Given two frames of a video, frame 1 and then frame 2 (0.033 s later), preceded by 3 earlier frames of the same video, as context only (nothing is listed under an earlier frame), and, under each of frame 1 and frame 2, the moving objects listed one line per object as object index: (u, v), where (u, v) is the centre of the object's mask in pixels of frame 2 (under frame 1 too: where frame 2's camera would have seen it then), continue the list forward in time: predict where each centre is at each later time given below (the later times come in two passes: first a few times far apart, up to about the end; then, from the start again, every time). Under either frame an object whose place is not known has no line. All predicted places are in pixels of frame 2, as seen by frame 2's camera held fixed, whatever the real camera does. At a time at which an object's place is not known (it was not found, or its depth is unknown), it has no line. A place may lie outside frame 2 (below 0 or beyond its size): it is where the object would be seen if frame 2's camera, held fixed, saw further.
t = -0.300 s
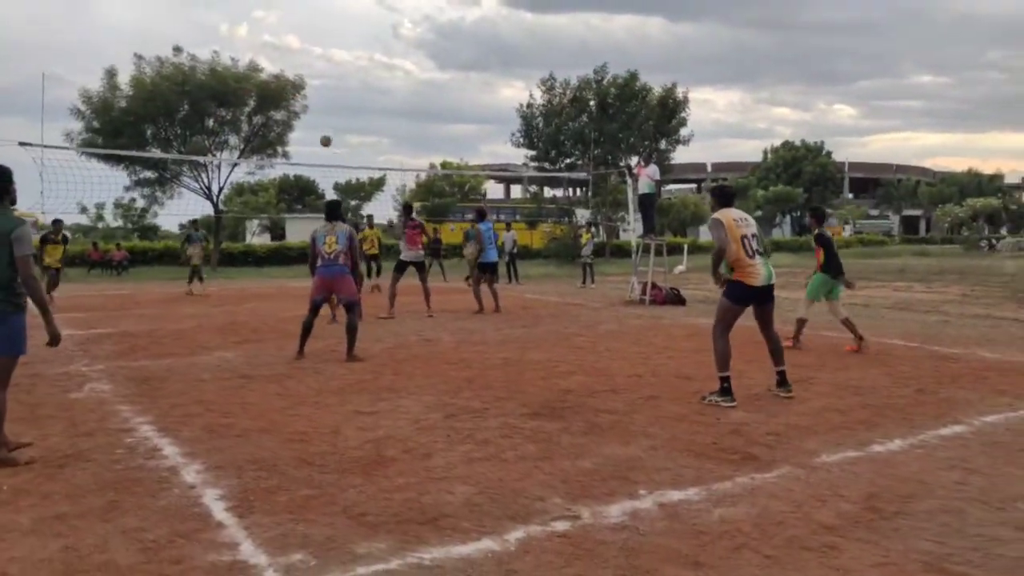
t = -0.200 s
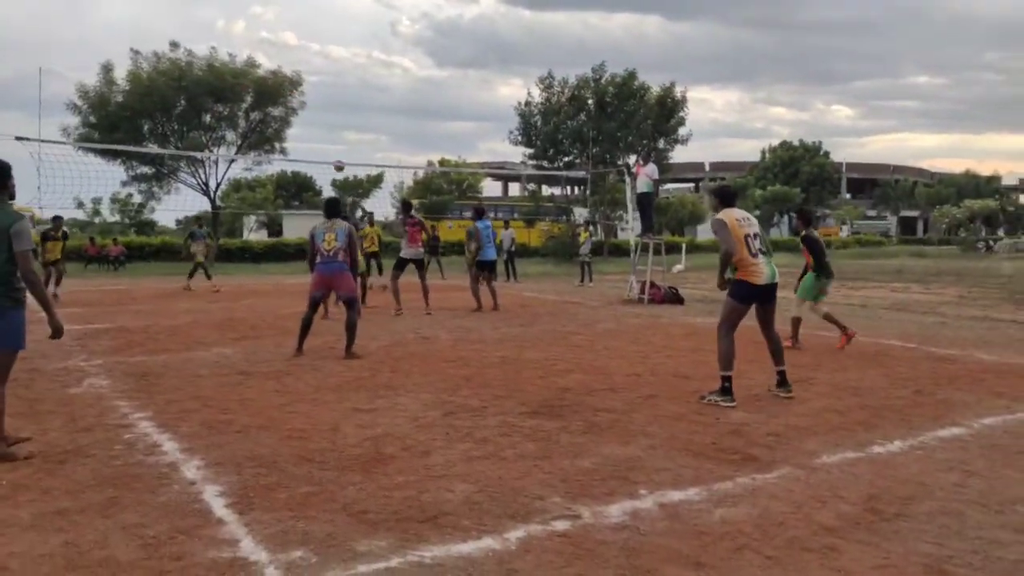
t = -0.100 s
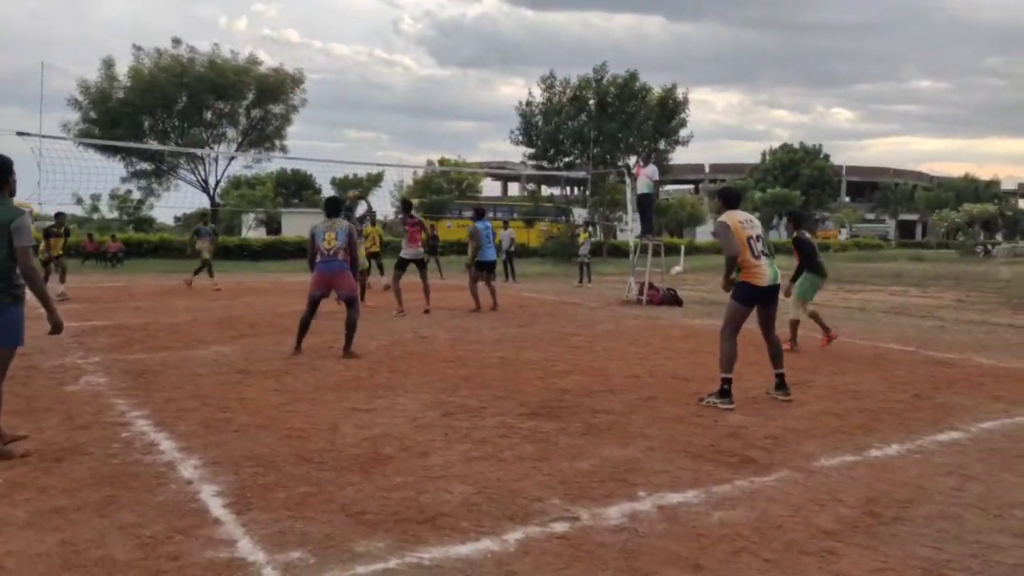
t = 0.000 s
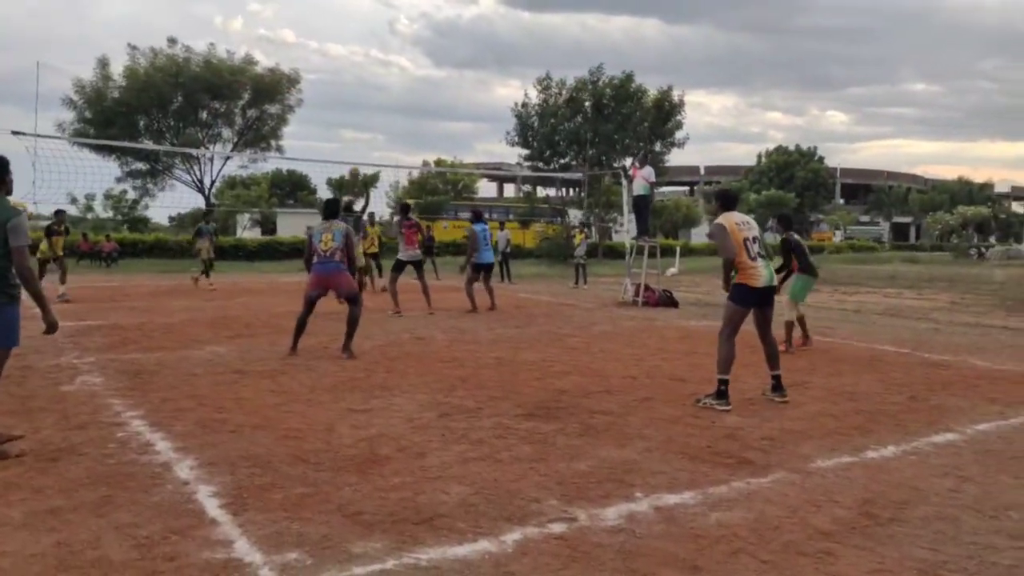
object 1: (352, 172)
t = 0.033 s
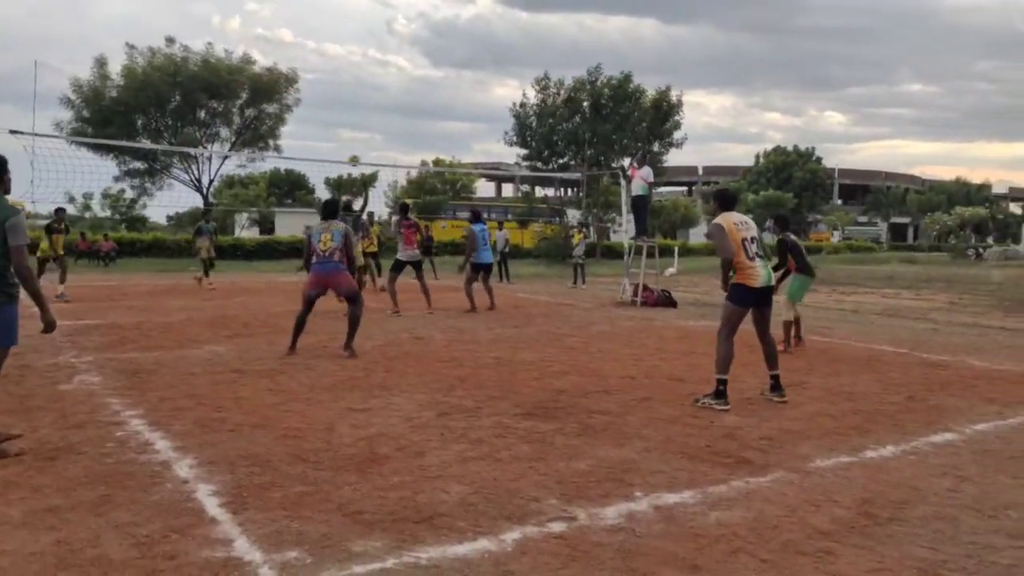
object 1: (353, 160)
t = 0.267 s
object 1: (366, 95)
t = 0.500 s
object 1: (376, 62)
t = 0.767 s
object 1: (393, 62)
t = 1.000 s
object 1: (404, 93)
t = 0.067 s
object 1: (356, 149)
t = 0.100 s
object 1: (357, 139)
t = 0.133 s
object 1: (359, 129)
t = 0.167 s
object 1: (361, 119)
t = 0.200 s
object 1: (362, 111)
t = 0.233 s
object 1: (364, 102)
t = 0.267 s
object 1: (366, 95)
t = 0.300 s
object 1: (368, 89)
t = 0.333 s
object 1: (369, 83)
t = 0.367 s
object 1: (369, 76)
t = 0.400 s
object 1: (371, 71)
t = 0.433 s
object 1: (373, 67)
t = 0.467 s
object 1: (374, 64)
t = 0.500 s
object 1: (376, 62)
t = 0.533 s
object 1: (377, 59)
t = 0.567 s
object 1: (380, 57)
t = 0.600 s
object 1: (383, 56)
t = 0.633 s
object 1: (385, 56)
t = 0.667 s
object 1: (387, 57)
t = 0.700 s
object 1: (389, 58)
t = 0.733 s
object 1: (391, 59)
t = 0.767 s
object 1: (393, 62)
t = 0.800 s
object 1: (394, 64)
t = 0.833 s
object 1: (396, 68)
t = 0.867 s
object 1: (398, 71)
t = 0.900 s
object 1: (399, 76)
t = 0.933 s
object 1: (401, 80)
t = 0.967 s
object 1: (402, 87)
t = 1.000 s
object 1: (404, 93)
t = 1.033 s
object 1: (406, 100)
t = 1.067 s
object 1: (408, 108)
